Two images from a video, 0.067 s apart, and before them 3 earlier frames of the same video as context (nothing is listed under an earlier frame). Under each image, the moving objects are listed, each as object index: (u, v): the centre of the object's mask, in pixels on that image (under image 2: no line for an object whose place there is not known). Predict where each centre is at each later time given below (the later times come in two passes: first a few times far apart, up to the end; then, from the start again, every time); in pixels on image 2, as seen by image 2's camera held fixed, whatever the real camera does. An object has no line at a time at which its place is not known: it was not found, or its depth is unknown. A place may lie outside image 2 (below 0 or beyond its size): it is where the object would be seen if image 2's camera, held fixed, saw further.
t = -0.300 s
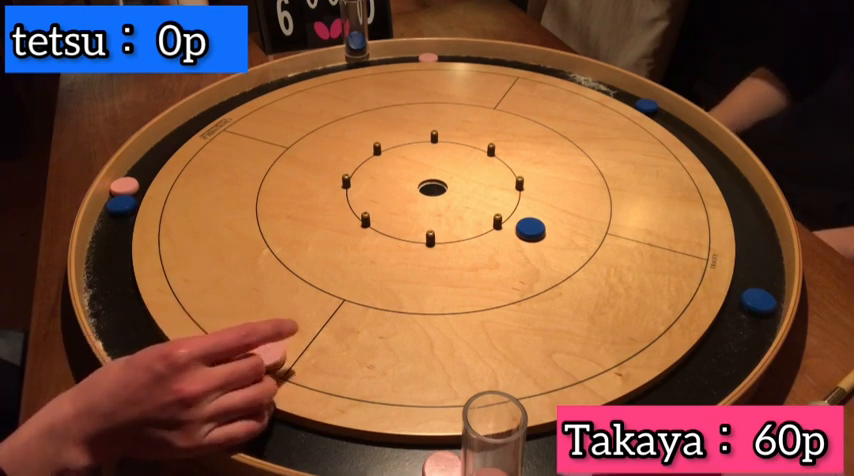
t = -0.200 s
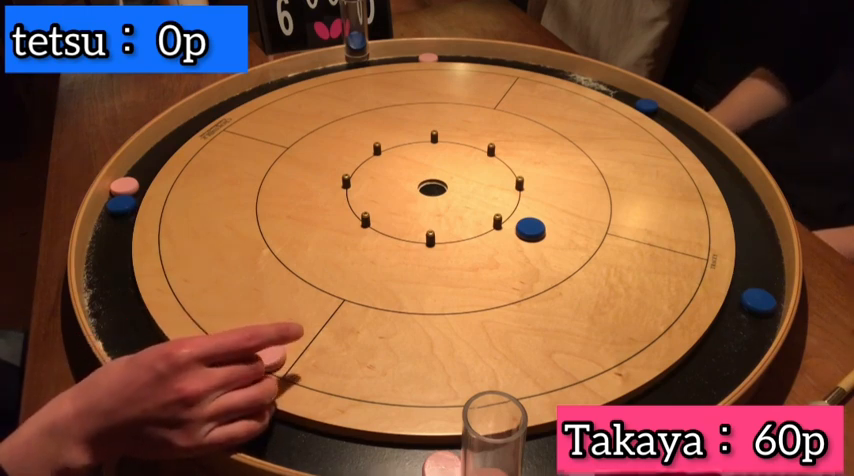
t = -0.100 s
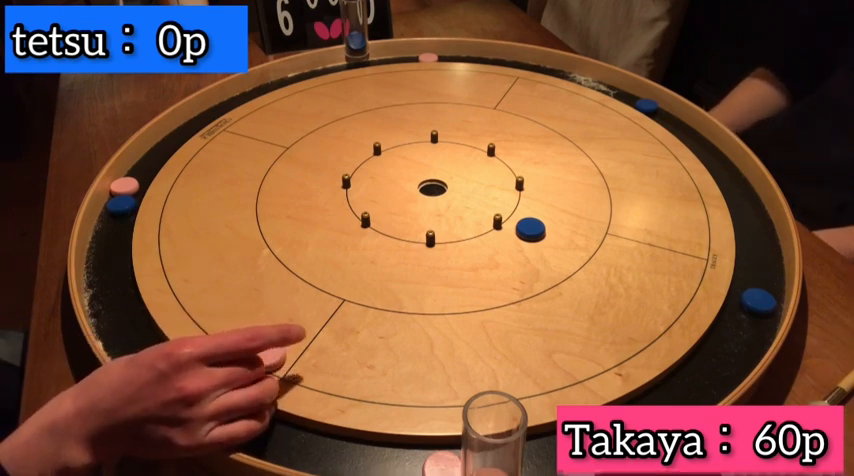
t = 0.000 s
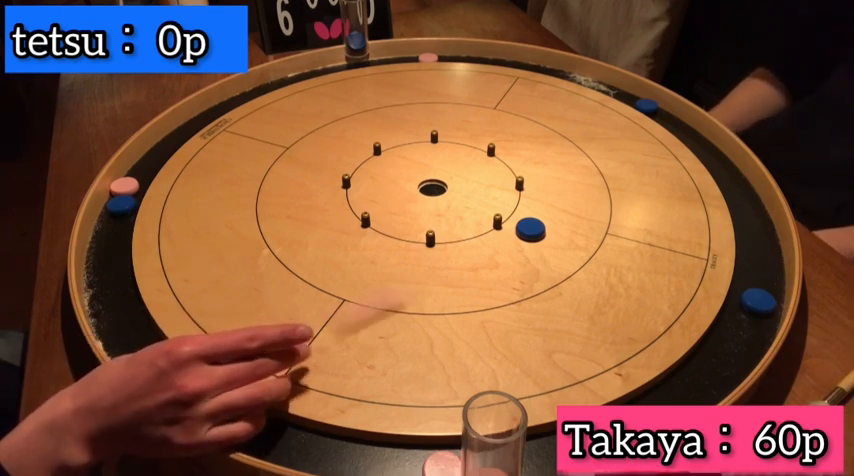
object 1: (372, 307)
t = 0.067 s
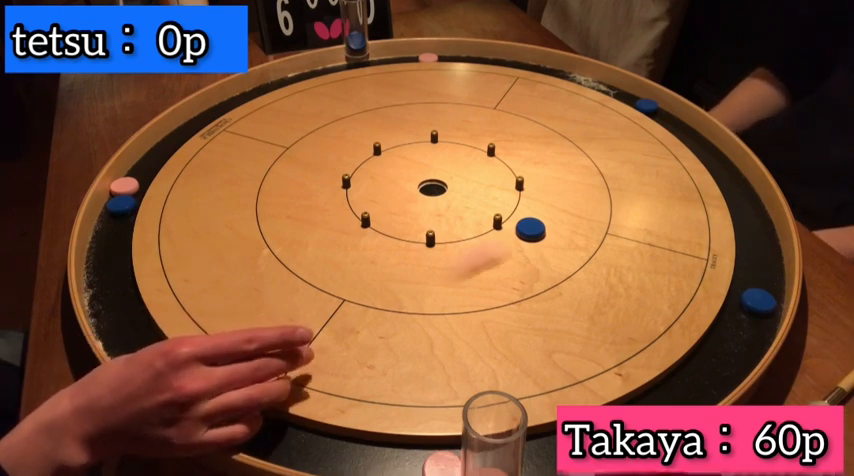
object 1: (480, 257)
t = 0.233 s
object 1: (547, 248)
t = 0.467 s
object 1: (570, 251)
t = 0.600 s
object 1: (570, 250)
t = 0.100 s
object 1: (512, 243)
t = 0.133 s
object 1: (523, 244)
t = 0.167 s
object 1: (532, 246)
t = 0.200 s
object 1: (541, 247)
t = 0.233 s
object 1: (547, 248)
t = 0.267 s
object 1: (554, 249)
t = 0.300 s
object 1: (559, 249)
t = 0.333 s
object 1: (563, 250)
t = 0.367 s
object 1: (566, 250)
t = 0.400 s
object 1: (568, 251)
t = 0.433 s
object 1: (570, 251)
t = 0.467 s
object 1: (570, 251)
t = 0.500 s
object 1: (570, 250)
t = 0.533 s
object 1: (570, 250)
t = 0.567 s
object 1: (570, 250)
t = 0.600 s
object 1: (570, 250)
